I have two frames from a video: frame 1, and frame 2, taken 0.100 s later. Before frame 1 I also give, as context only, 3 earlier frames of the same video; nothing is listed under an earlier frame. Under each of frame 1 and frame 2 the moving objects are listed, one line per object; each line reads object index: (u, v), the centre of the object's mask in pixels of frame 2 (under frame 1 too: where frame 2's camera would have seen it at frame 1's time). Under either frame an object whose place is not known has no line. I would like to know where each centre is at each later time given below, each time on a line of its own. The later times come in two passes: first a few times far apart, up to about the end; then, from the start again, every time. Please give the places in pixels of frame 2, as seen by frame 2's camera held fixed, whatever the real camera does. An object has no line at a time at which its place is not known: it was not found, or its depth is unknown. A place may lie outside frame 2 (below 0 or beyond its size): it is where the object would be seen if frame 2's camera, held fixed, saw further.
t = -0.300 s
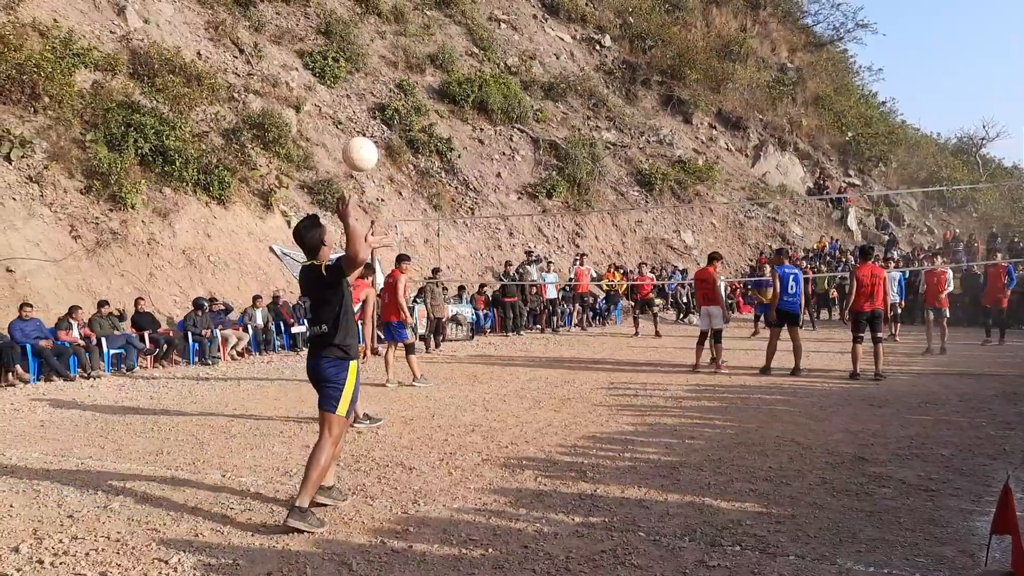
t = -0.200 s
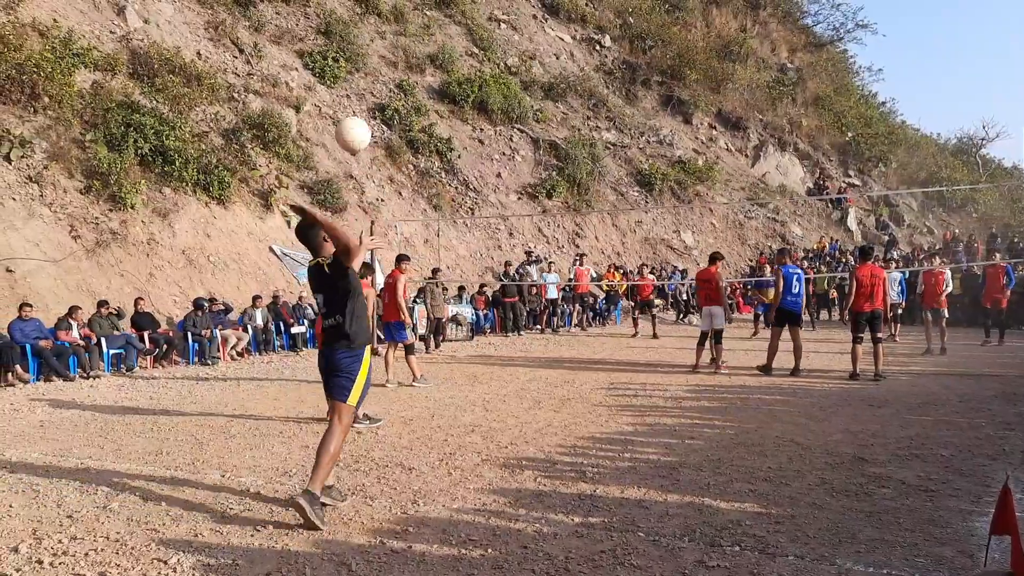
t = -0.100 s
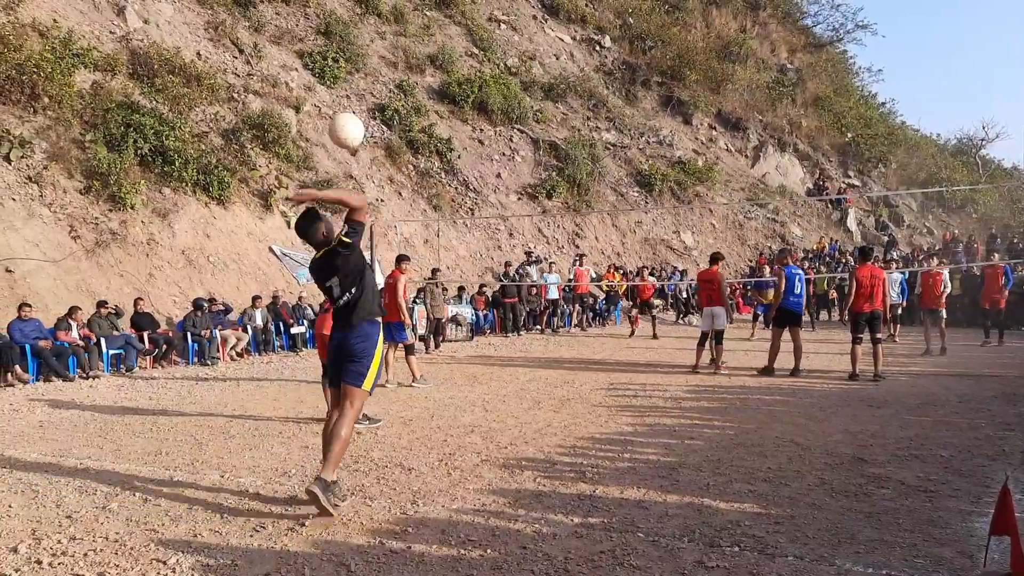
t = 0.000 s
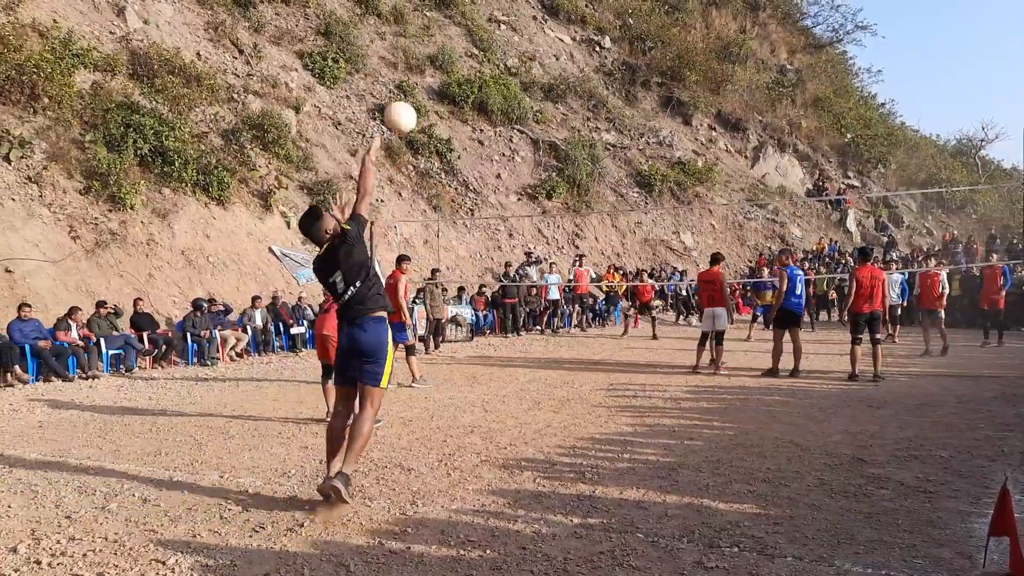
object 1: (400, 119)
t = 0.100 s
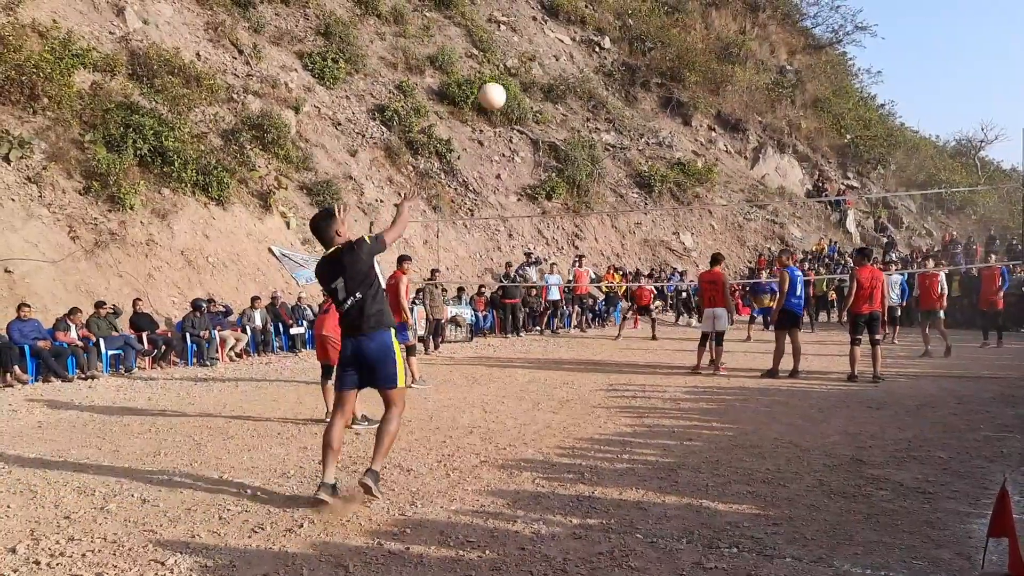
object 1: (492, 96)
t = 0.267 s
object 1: (591, 90)
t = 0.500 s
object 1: (676, 114)
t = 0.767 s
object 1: (739, 165)
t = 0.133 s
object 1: (516, 92)
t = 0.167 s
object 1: (538, 90)
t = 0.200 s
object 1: (557, 89)
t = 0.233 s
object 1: (575, 89)
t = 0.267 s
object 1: (591, 90)
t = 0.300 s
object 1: (606, 92)
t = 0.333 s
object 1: (620, 94)
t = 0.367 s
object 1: (633, 98)
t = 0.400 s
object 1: (644, 101)
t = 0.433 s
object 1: (656, 104)
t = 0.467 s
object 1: (667, 109)
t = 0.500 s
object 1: (676, 114)
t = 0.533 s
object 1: (686, 119)
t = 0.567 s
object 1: (695, 124)
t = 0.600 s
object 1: (703, 130)
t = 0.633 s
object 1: (711, 137)
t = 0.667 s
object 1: (719, 143)
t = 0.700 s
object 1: (726, 150)
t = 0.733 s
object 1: (732, 157)
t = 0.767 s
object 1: (739, 165)
